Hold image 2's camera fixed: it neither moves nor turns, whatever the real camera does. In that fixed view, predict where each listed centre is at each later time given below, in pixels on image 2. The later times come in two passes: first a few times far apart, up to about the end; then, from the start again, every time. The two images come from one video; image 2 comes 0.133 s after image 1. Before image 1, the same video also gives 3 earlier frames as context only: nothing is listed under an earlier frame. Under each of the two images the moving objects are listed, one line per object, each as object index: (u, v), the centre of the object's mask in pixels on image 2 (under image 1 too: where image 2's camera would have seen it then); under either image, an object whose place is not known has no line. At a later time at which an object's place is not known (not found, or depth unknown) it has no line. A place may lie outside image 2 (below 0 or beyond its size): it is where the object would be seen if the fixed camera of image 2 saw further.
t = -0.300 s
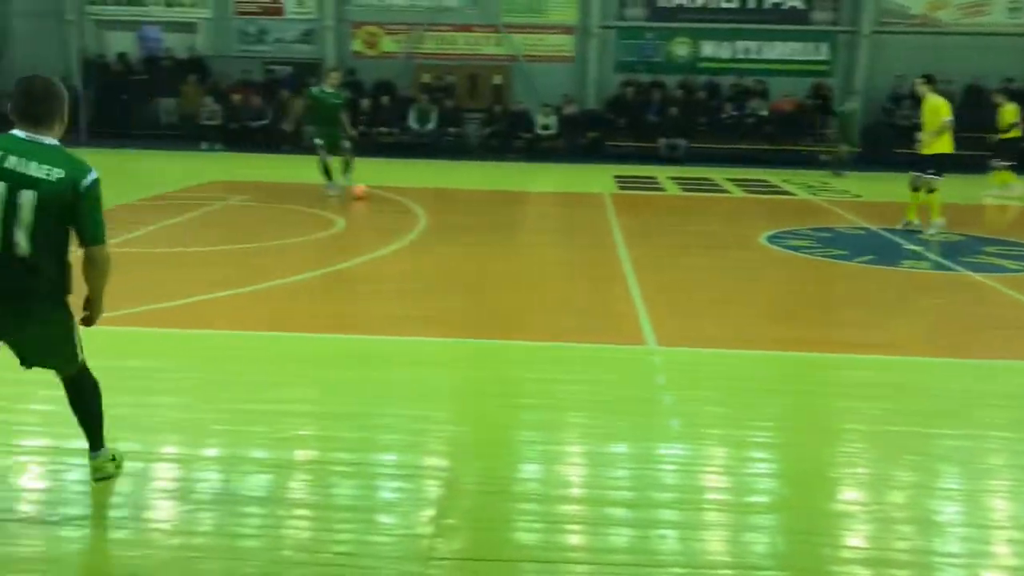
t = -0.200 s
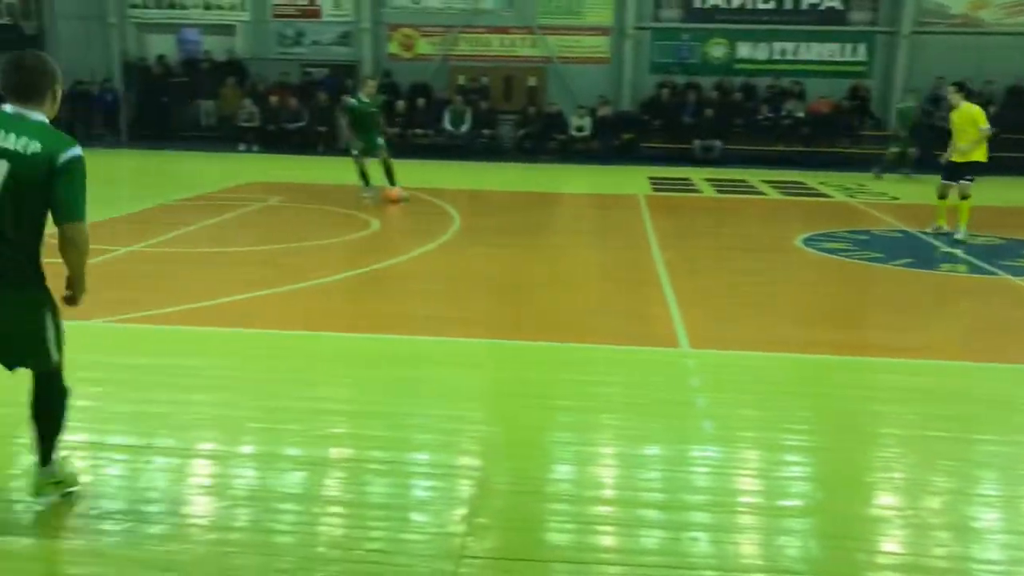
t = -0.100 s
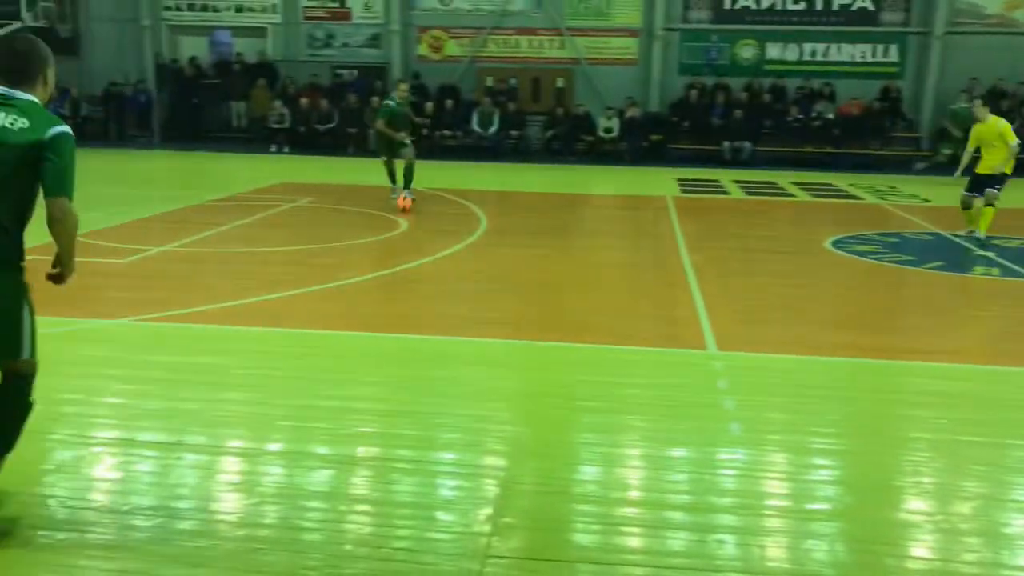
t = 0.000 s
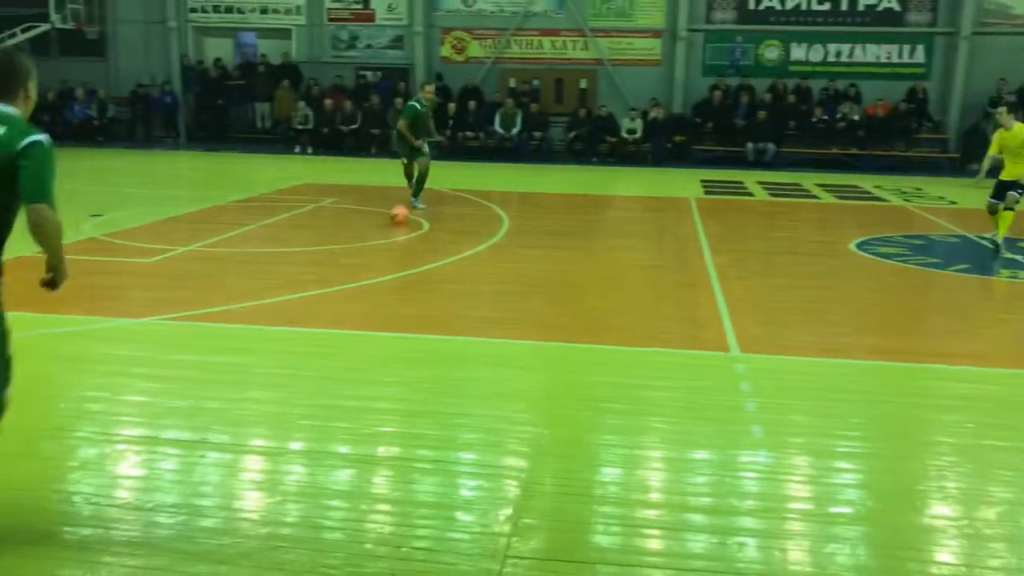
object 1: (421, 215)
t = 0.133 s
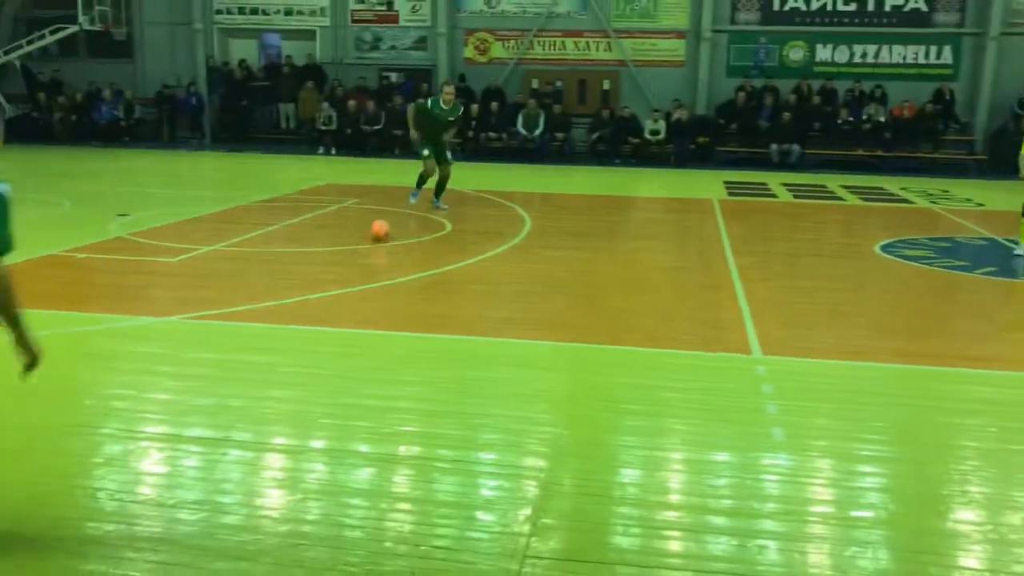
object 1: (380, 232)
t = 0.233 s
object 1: (344, 244)
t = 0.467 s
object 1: (244, 281)
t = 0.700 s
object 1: (109, 326)
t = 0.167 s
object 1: (368, 235)
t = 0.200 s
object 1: (357, 239)
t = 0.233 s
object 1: (344, 244)
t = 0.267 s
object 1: (329, 250)
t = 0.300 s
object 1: (317, 254)
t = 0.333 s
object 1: (304, 259)
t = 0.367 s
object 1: (290, 264)
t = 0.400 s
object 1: (274, 270)
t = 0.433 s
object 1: (257, 275)
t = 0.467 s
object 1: (244, 281)
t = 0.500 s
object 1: (226, 287)
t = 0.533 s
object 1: (207, 294)
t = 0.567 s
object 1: (190, 300)
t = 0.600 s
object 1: (171, 306)
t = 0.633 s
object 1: (150, 315)
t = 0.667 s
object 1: (130, 320)
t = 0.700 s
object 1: (109, 326)
